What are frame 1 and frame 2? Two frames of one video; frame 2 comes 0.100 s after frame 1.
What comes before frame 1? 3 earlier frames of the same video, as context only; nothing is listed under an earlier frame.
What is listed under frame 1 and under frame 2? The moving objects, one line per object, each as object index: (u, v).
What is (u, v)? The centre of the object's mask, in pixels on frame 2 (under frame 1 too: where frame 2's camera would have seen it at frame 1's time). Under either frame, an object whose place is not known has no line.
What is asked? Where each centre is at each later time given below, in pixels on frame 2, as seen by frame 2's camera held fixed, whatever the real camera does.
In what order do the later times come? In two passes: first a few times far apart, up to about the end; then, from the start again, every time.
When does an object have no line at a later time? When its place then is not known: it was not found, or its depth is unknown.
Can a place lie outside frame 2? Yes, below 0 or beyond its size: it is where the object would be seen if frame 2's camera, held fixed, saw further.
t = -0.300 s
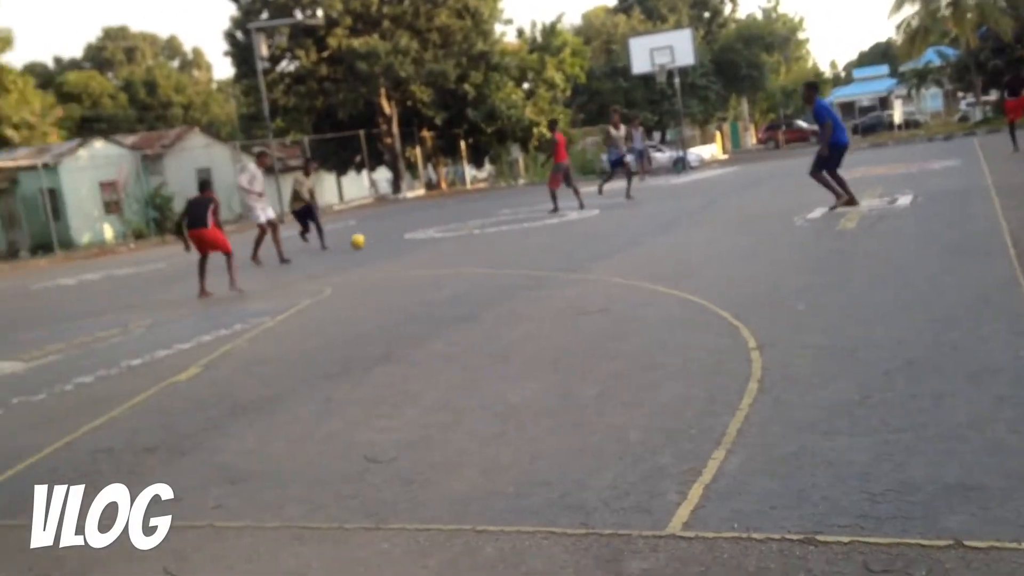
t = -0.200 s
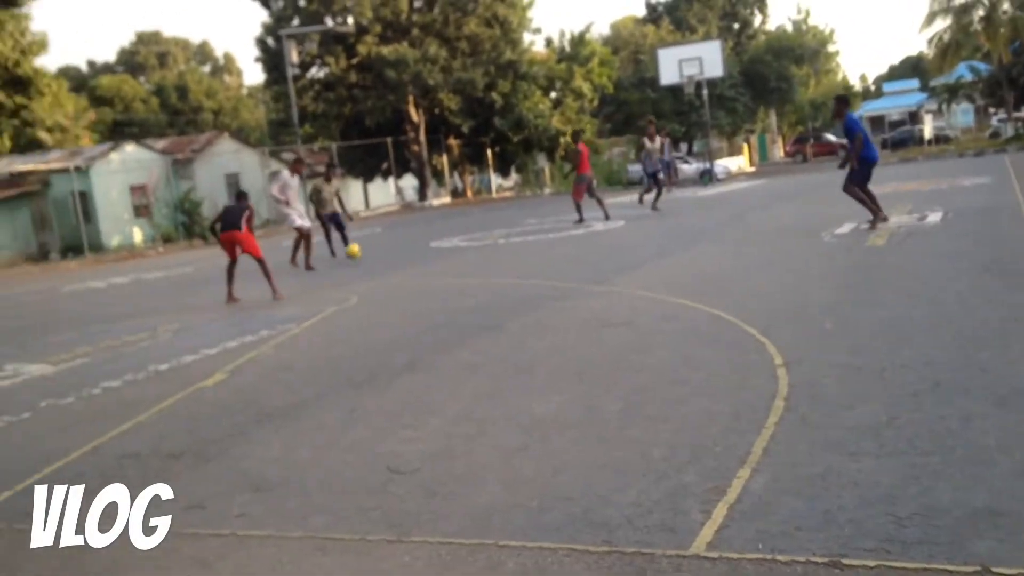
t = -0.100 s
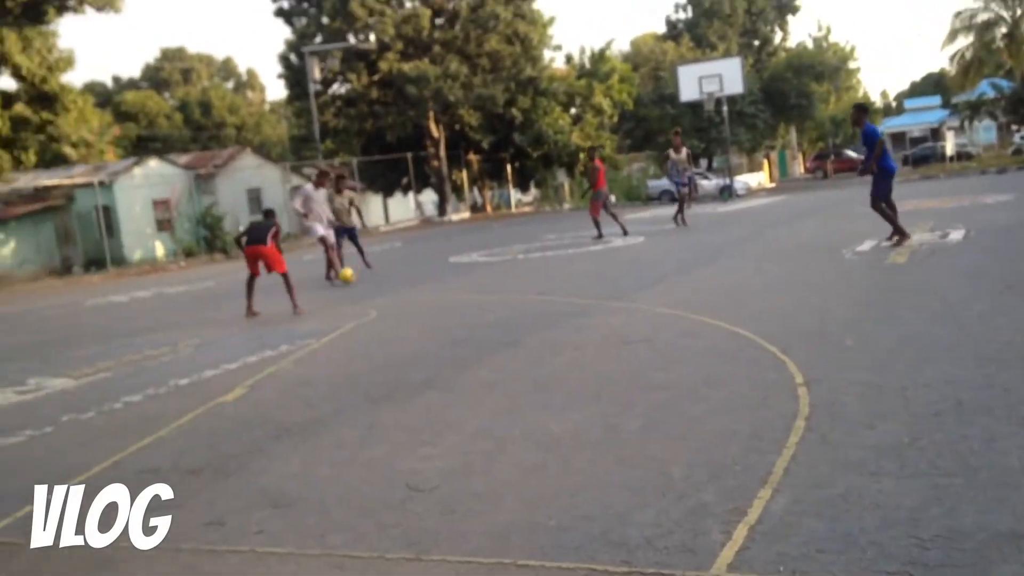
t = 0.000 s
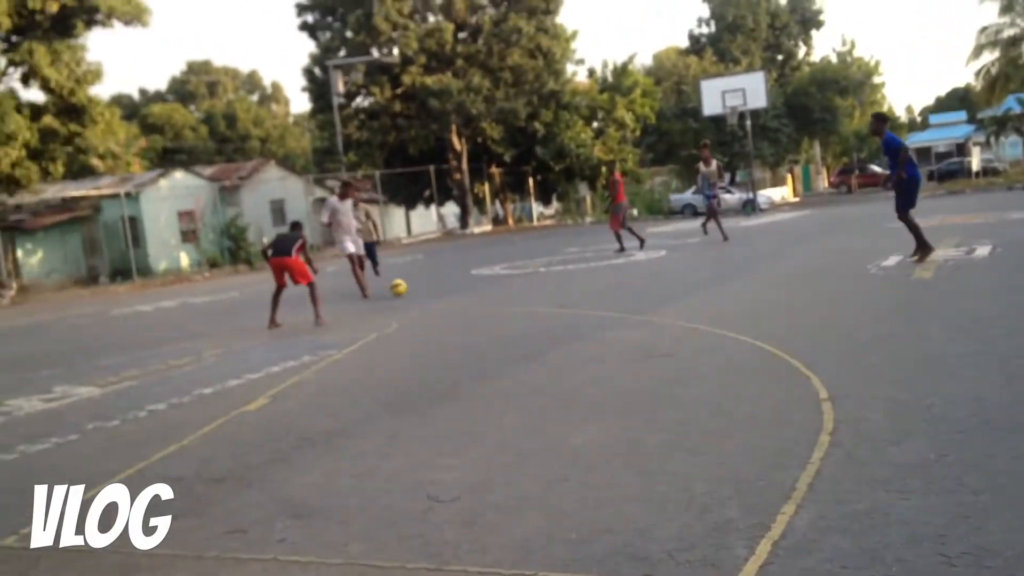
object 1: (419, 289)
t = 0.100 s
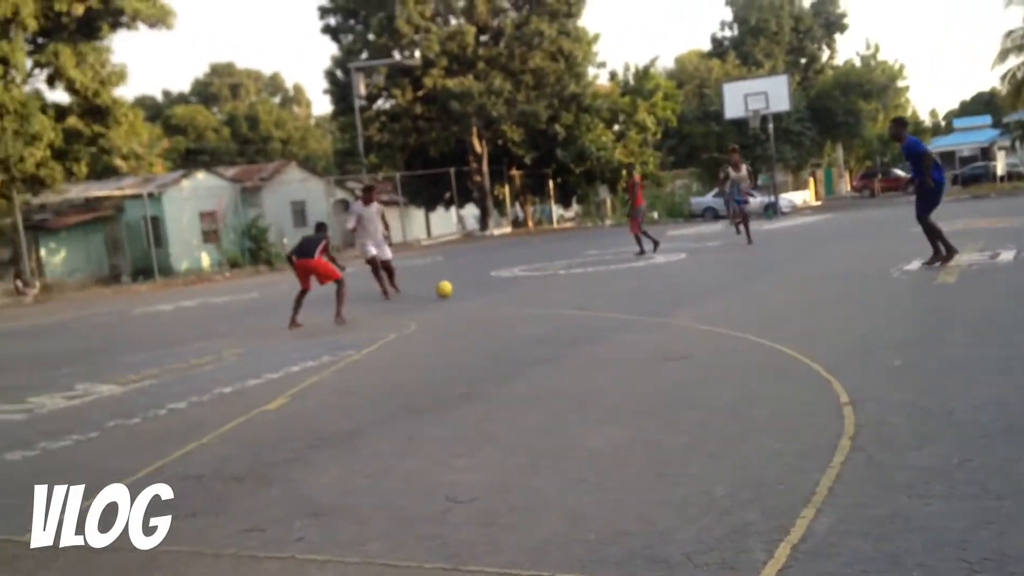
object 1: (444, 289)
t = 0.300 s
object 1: (487, 292)
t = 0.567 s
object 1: (545, 295)
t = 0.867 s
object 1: (622, 300)
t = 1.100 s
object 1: (697, 310)
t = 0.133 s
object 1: (453, 290)
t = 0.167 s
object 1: (459, 291)
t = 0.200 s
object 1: (467, 290)
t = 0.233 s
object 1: (473, 292)
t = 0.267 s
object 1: (479, 291)
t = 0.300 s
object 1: (487, 292)
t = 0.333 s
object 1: (494, 293)
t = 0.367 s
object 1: (500, 292)
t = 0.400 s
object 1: (508, 293)
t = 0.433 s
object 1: (515, 294)
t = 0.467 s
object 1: (522, 294)
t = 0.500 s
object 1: (529, 294)
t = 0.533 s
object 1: (537, 295)
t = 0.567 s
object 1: (545, 295)
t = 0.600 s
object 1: (552, 295)
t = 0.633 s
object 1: (561, 298)
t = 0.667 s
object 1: (569, 296)
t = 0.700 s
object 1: (577, 295)
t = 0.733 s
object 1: (586, 296)
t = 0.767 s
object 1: (595, 298)
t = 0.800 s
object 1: (605, 301)
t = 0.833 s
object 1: (614, 300)
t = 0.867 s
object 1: (622, 300)
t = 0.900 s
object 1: (632, 301)
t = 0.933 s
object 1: (643, 303)
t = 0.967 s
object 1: (653, 306)
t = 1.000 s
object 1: (663, 305)
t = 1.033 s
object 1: (675, 306)
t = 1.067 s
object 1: (685, 308)
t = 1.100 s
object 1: (697, 310)
